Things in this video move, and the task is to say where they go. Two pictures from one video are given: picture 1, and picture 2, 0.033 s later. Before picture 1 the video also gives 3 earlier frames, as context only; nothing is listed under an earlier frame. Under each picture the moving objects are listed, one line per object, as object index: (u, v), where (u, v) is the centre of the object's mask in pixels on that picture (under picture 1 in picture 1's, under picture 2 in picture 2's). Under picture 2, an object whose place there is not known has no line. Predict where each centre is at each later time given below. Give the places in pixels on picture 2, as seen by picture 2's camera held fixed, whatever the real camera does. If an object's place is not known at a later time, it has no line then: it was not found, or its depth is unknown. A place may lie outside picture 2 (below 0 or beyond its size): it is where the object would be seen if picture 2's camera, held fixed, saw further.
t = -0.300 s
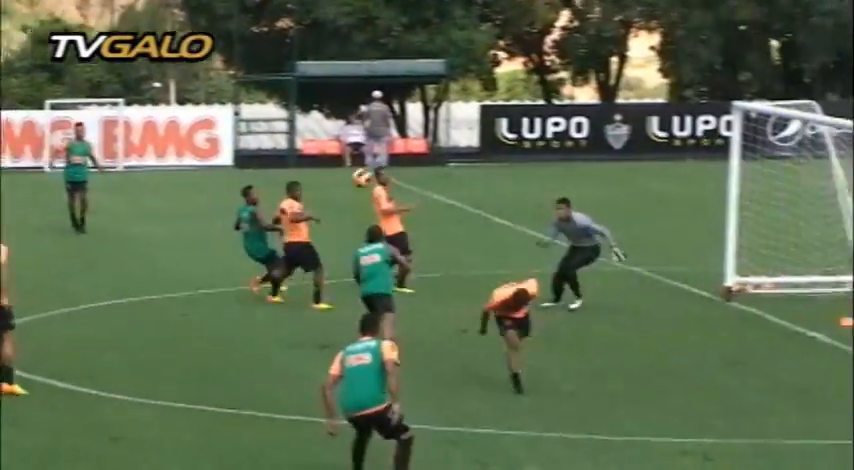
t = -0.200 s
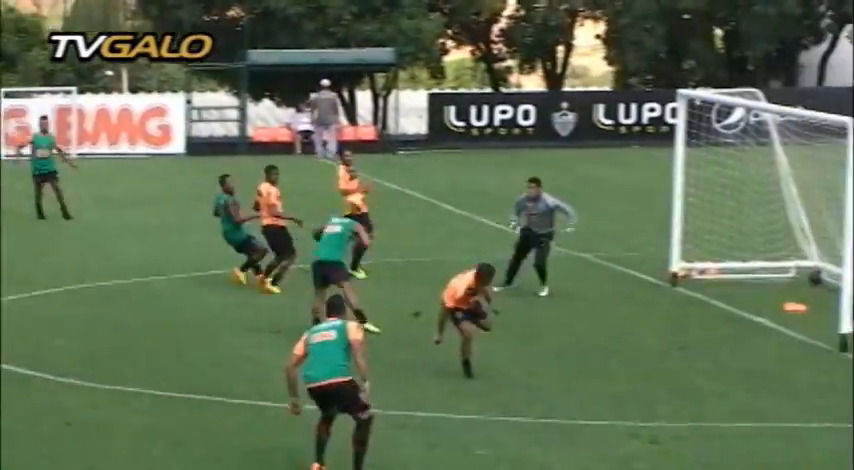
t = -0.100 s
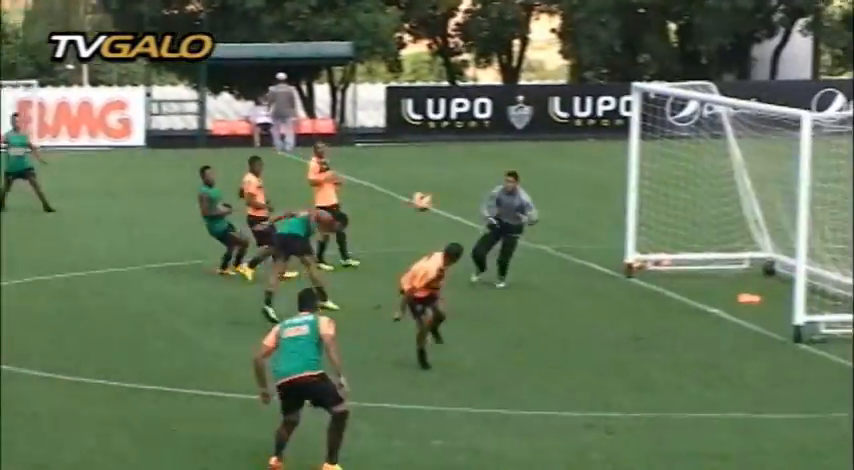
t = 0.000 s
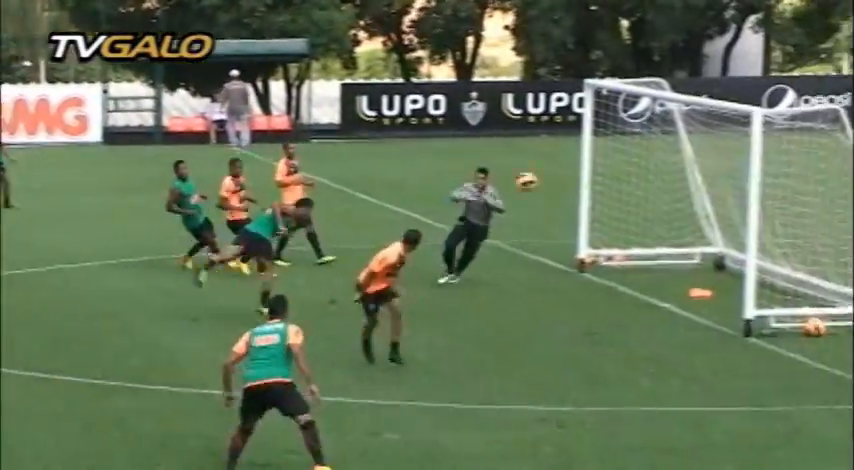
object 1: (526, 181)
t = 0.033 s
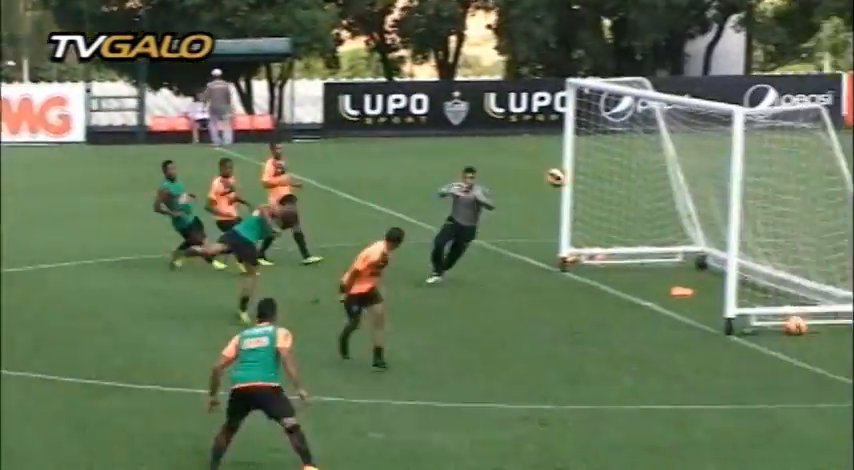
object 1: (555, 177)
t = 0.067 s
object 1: (605, 174)
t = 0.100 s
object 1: (655, 171)
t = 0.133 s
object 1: (703, 170)
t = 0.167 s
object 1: (755, 165)
